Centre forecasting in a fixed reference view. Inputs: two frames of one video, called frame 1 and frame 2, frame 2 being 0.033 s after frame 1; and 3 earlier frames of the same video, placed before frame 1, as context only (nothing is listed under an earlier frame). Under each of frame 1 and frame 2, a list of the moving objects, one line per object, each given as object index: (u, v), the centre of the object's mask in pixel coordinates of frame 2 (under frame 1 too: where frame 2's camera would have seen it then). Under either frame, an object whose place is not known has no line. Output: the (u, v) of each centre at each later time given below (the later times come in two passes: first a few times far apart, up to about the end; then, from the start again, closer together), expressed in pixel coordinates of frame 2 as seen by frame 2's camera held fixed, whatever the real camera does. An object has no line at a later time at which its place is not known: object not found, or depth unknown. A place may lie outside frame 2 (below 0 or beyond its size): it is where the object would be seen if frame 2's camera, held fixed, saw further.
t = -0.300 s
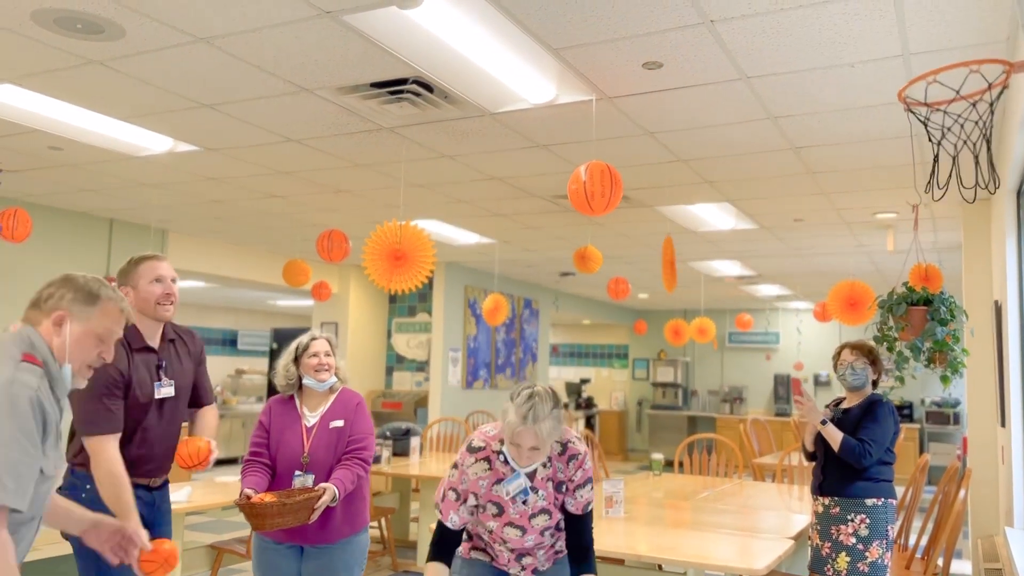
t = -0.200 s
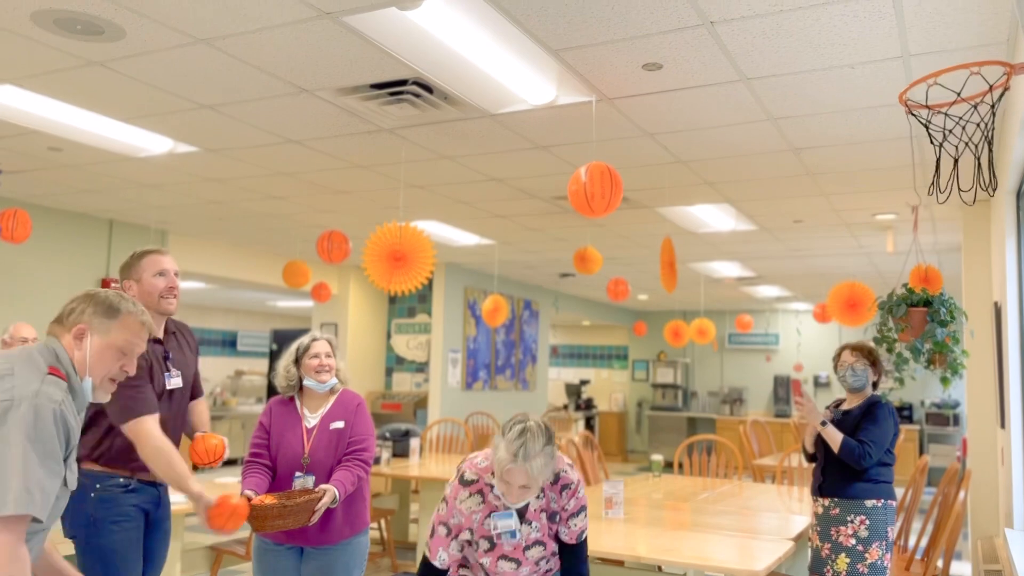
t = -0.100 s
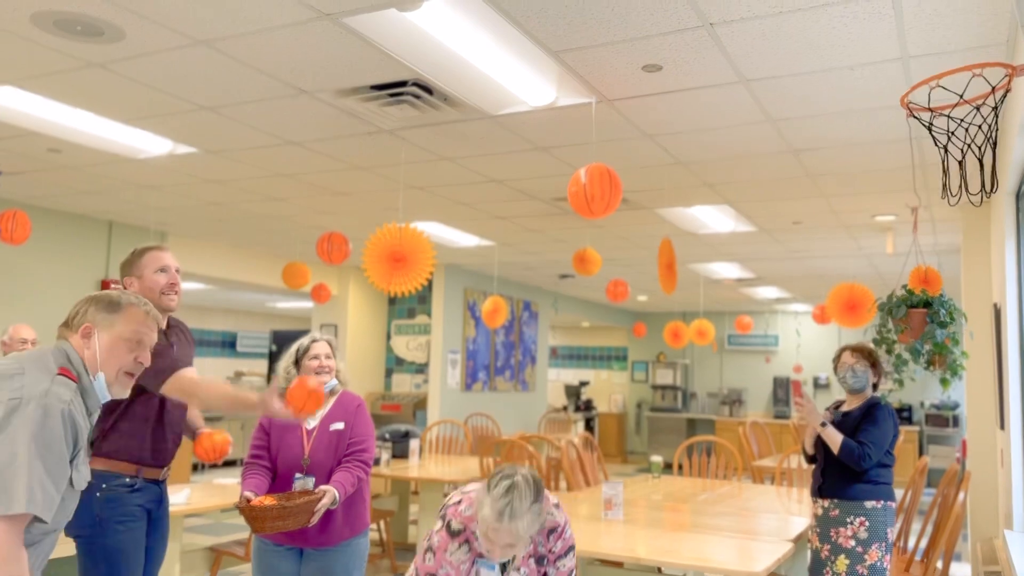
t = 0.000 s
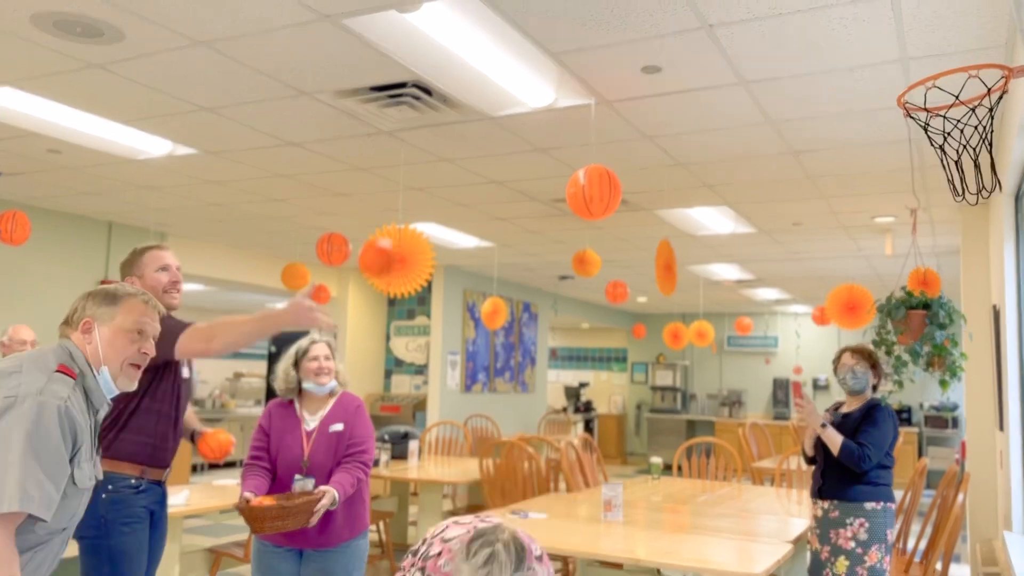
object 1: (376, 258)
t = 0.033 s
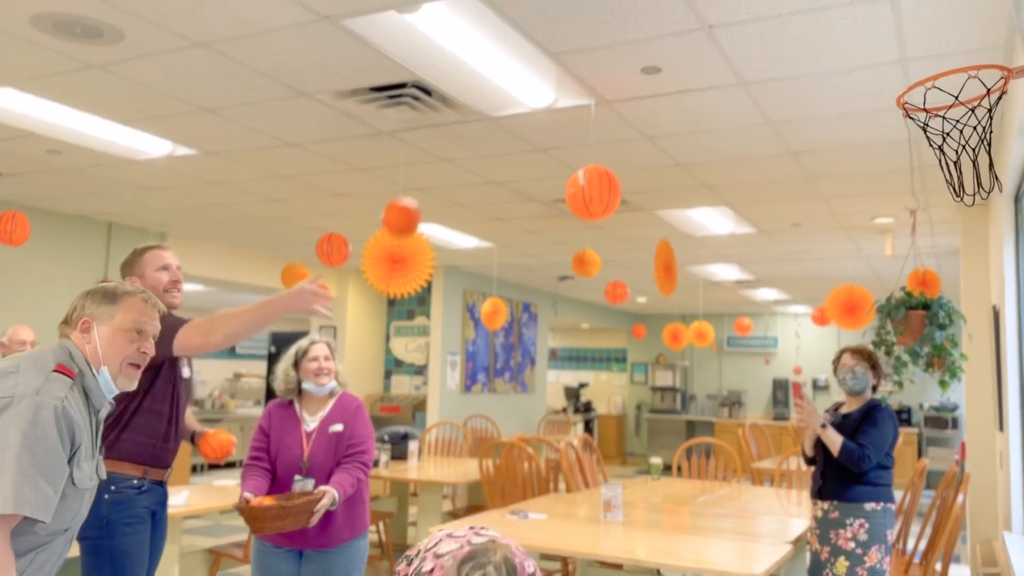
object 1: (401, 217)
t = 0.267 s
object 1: (582, 18)
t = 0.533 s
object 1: (836, 9)
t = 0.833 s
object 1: (962, 318)
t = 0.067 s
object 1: (426, 180)
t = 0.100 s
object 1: (450, 147)
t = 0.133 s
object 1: (475, 116)
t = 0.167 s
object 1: (500, 87)
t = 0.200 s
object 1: (528, 60)
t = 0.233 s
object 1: (554, 38)
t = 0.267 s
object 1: (582, 18)
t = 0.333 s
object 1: (640, 3)
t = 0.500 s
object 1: (800, 2)
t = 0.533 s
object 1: (836, 9)
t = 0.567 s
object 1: (873, 26)
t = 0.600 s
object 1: (912, 51)
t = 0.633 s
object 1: (952, 84)
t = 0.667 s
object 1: (992, 120)
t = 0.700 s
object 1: (1014, 156)
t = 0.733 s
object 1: (1016, 190)
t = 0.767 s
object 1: (1004, 227)
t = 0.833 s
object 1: (962, 318)
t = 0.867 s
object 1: (943, 367)
